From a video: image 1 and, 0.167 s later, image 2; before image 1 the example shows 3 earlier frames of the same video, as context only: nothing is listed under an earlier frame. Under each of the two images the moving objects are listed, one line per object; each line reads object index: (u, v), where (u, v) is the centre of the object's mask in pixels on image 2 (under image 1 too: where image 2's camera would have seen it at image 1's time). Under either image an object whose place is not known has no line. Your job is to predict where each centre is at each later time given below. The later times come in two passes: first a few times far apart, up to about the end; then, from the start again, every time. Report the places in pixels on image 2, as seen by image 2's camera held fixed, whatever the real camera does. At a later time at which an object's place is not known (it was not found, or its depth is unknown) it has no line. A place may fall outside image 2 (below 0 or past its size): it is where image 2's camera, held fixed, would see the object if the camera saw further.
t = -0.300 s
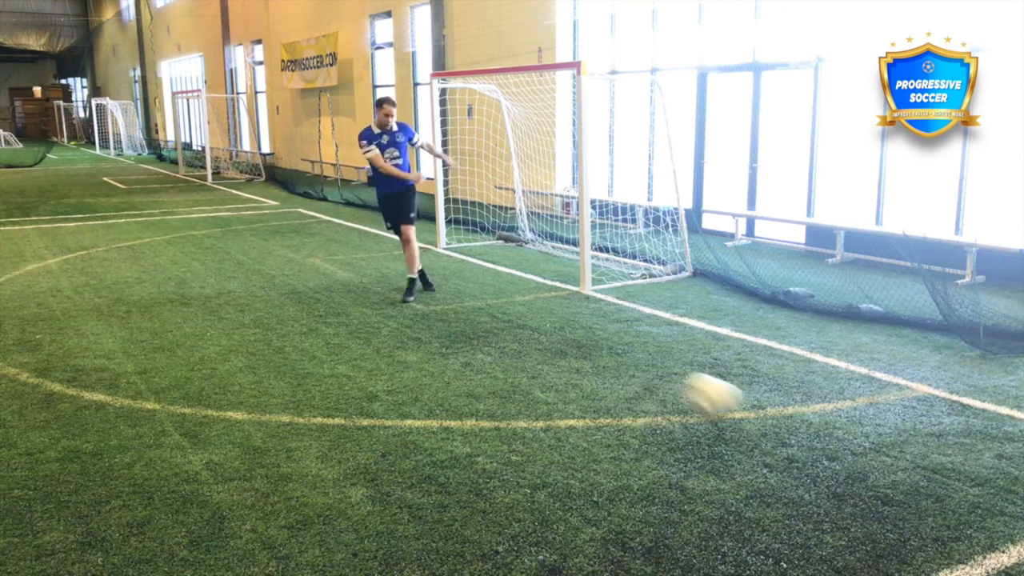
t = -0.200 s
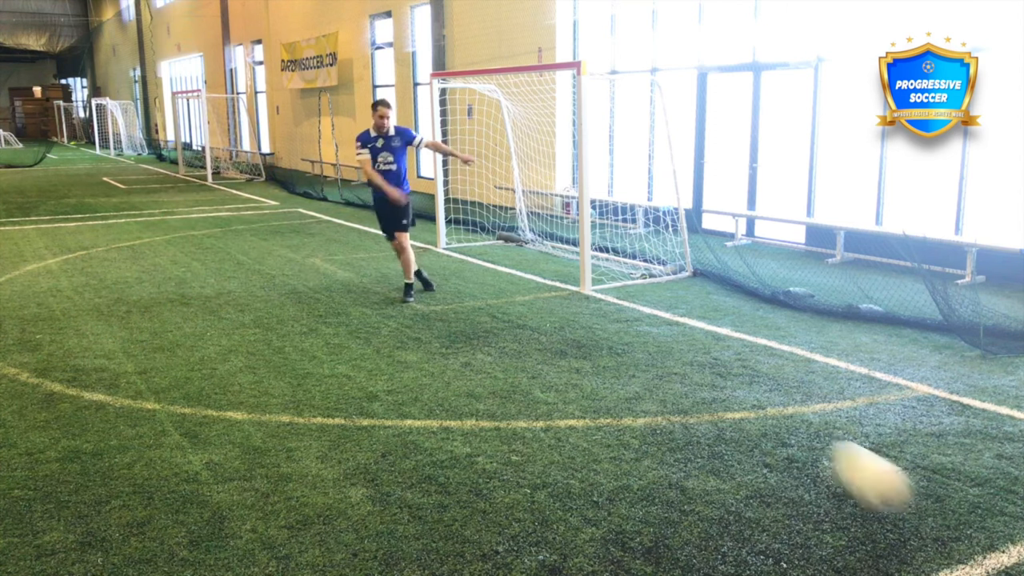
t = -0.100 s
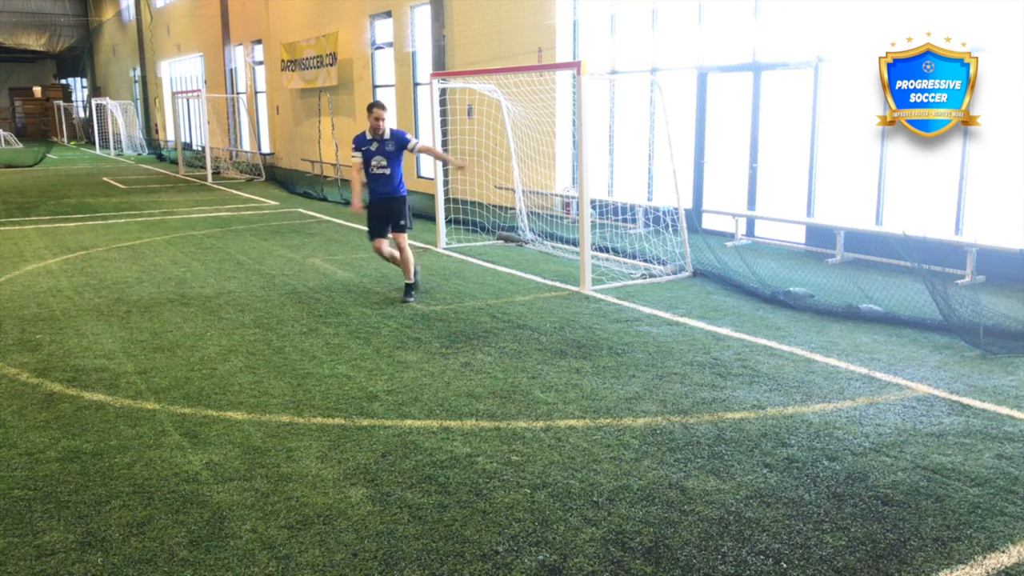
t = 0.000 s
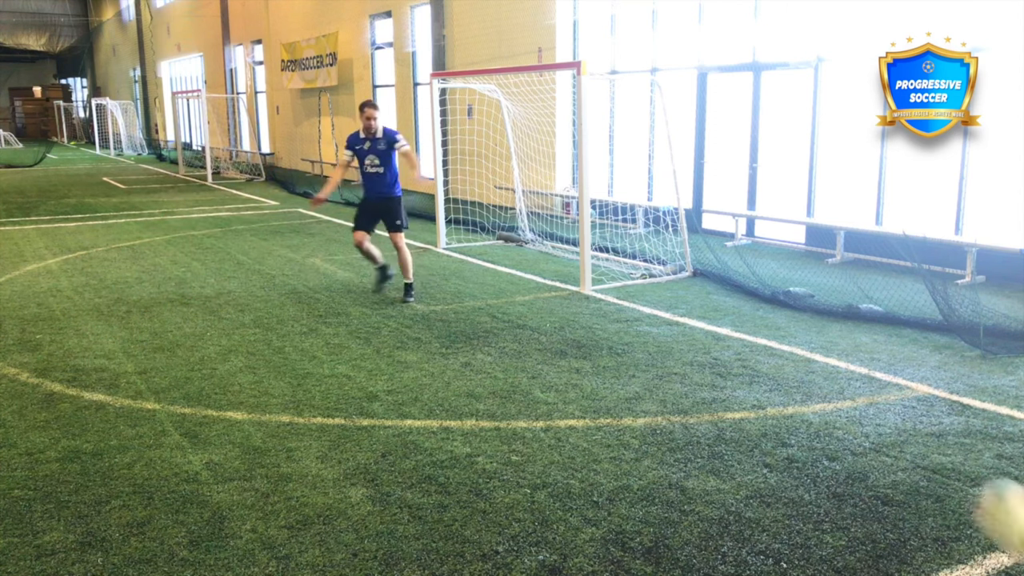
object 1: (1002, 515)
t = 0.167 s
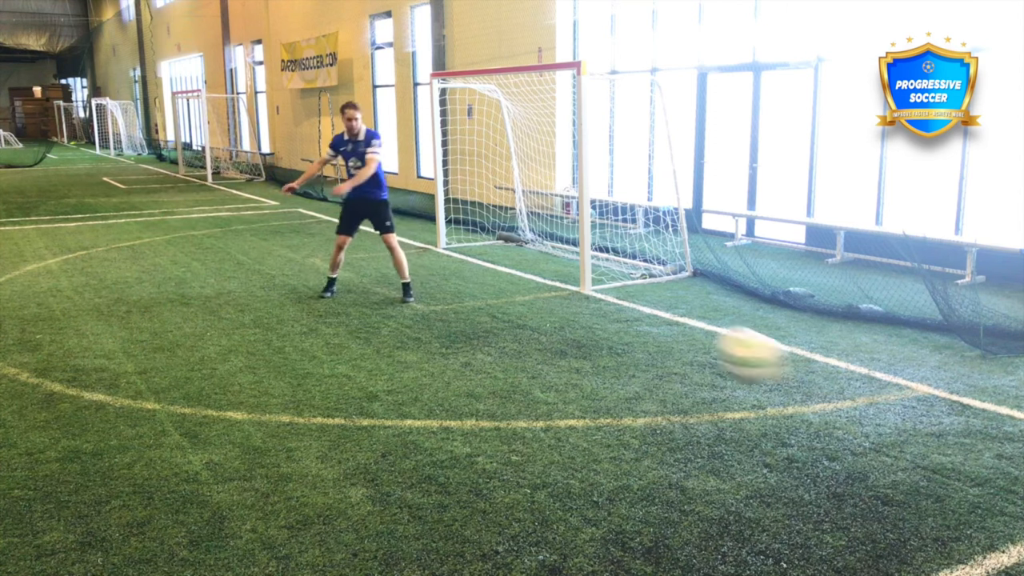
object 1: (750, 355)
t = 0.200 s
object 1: (710, 338)
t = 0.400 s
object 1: (528, 297)
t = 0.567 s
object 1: (429, 316)
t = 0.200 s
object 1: (710, 338)
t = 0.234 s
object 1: (673, 323)
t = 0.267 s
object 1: (638, 313)
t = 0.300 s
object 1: (608, 306)
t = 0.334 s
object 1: (578, 300)
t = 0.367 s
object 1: (552, 297)
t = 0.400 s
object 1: (528, 297)
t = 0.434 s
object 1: (505, 298)
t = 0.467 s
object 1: (484, 300)
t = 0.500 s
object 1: (464, 304)
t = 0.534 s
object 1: (446, 310)
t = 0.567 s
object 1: (429, 316)
